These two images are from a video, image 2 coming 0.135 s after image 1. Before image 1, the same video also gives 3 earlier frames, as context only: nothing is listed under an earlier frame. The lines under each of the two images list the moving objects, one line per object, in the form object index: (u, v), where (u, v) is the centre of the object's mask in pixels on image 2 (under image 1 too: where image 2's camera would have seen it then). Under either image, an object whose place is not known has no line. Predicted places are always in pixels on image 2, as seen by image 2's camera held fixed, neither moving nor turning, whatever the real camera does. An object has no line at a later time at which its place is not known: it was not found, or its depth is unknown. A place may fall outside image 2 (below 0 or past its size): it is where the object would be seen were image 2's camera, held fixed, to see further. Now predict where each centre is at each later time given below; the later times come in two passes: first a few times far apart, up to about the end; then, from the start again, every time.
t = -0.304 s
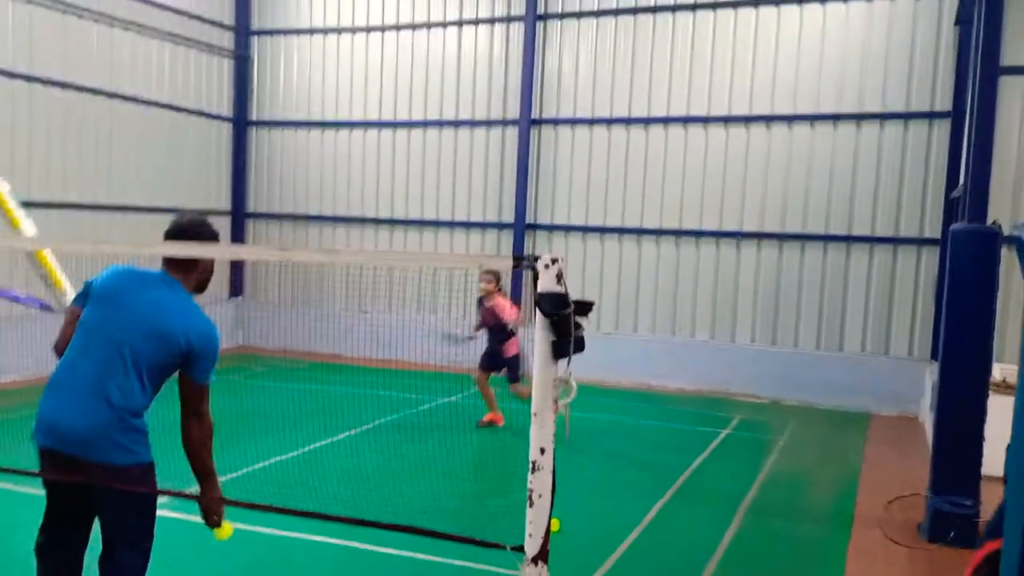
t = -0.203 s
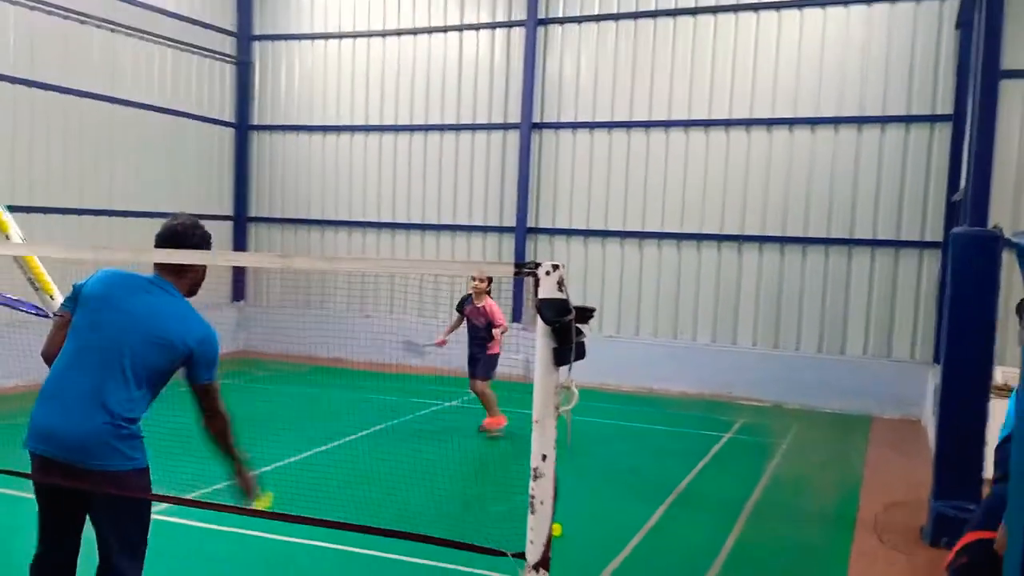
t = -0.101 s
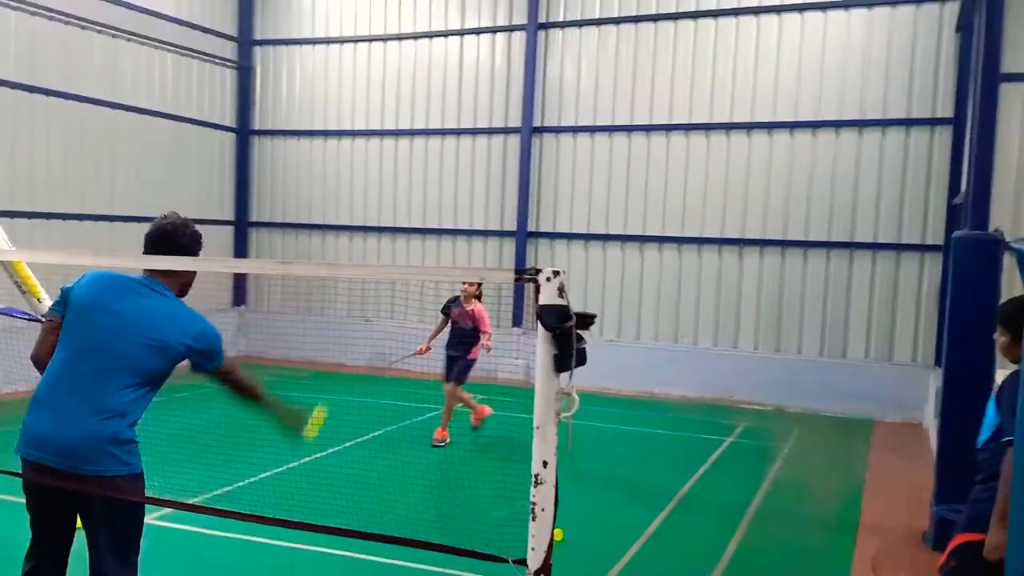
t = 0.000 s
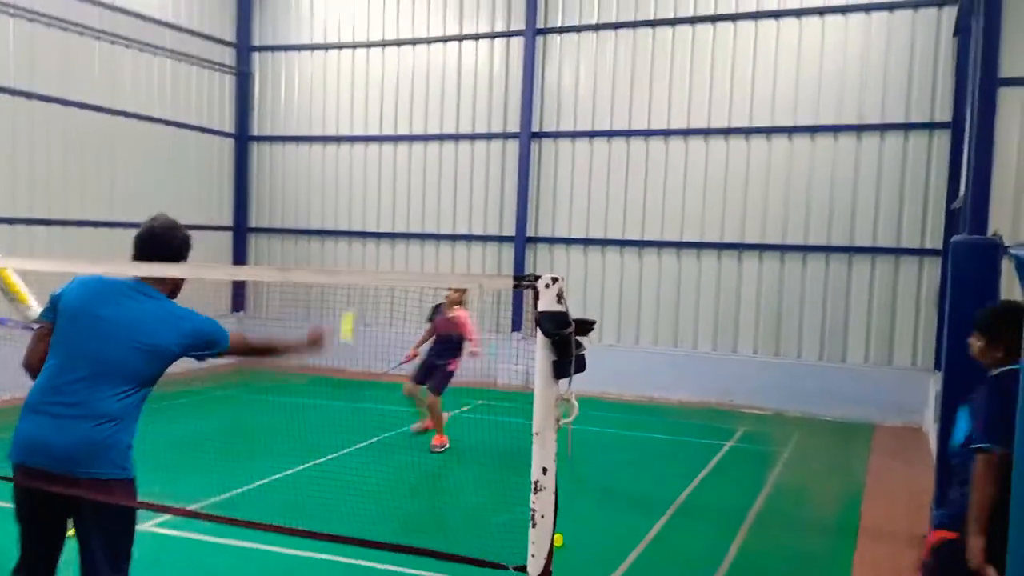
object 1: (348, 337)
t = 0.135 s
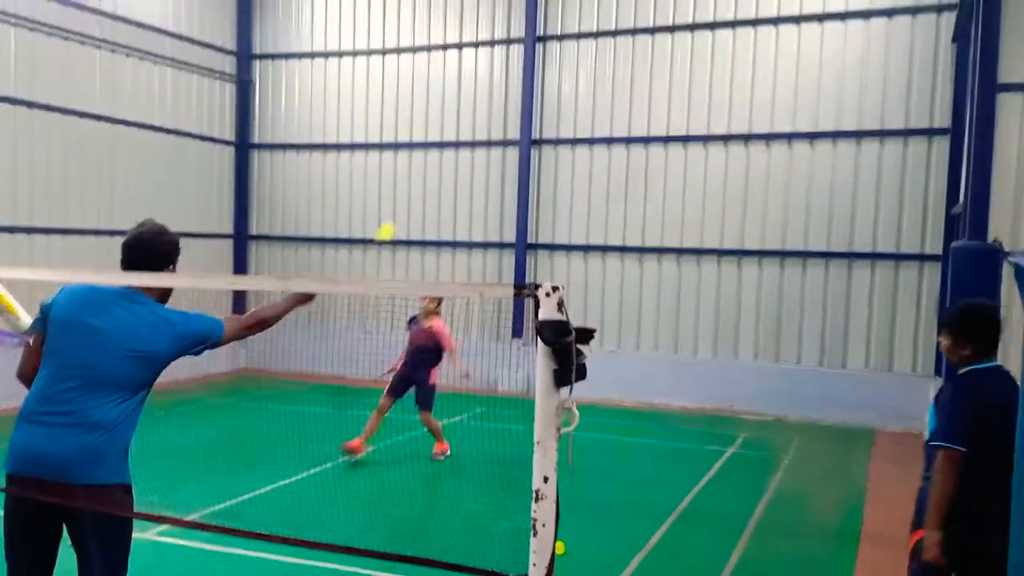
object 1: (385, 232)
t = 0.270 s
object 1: (422, 196)
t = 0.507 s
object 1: (470, 215)
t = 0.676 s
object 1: (495, 281)
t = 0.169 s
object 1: (396, 218)
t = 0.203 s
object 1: (404, 207)
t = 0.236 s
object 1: (413, 200)
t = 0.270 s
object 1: (422, 196)
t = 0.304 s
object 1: (430, 194)
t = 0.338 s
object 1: (437, 194)
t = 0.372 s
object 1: (445, 195)
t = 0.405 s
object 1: (452, 198)
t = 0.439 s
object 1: (459, 202)
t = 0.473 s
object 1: (465, 208)
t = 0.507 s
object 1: (470, 215)
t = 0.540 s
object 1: (476, 224)
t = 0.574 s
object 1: (482, 237)
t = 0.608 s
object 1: (487, 250)
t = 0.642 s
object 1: (491, 266)
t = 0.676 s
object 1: (495, 281)
